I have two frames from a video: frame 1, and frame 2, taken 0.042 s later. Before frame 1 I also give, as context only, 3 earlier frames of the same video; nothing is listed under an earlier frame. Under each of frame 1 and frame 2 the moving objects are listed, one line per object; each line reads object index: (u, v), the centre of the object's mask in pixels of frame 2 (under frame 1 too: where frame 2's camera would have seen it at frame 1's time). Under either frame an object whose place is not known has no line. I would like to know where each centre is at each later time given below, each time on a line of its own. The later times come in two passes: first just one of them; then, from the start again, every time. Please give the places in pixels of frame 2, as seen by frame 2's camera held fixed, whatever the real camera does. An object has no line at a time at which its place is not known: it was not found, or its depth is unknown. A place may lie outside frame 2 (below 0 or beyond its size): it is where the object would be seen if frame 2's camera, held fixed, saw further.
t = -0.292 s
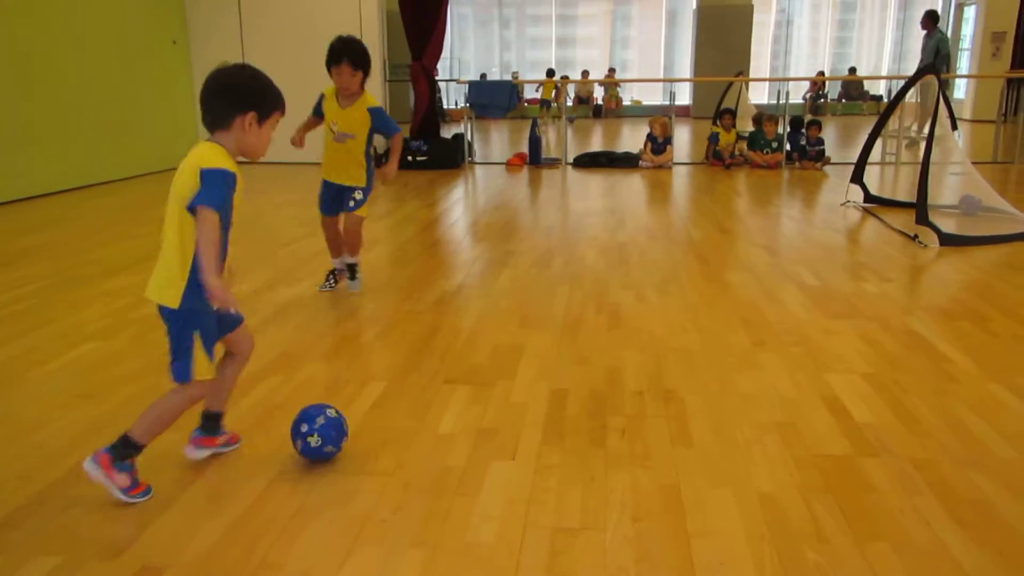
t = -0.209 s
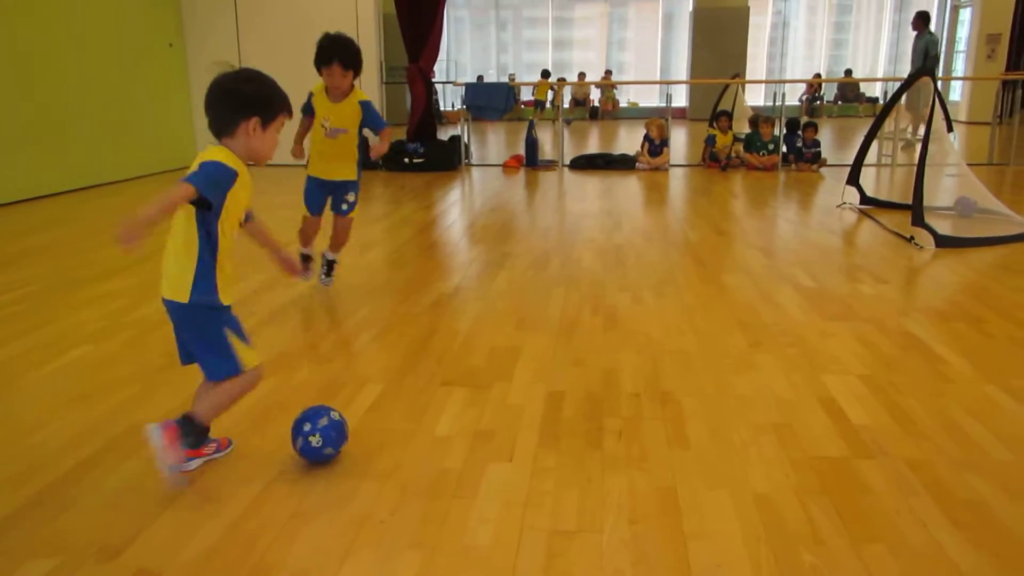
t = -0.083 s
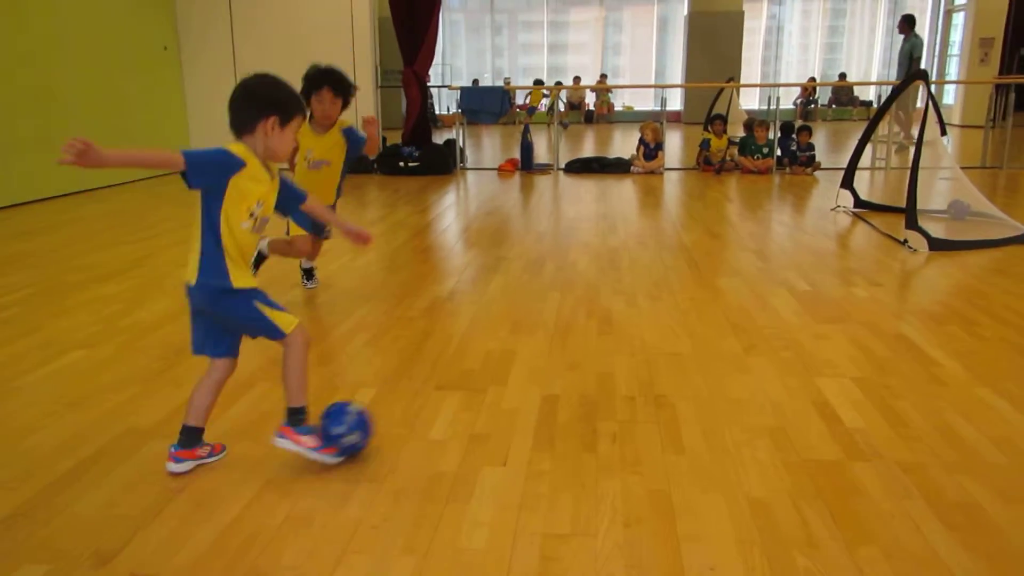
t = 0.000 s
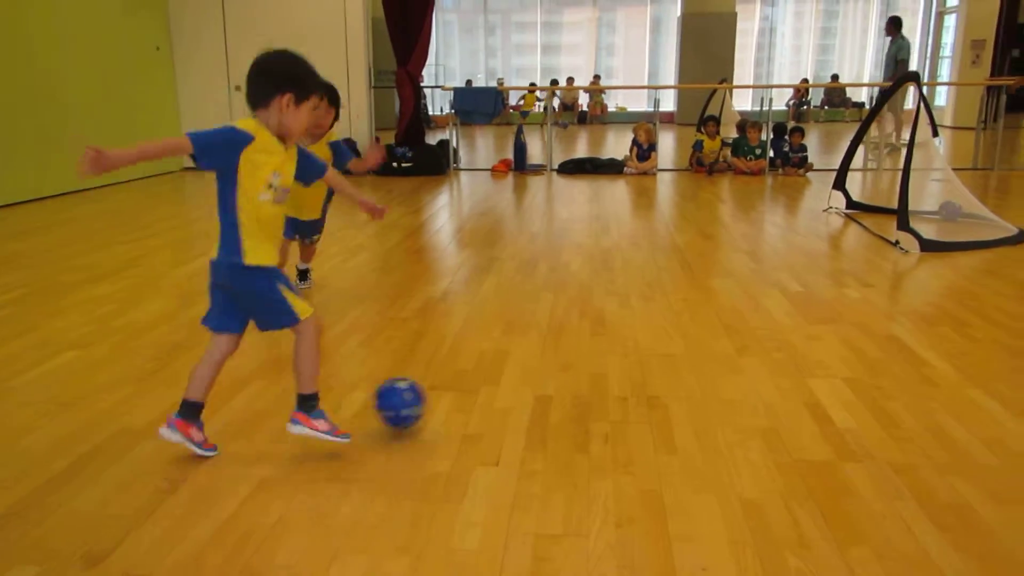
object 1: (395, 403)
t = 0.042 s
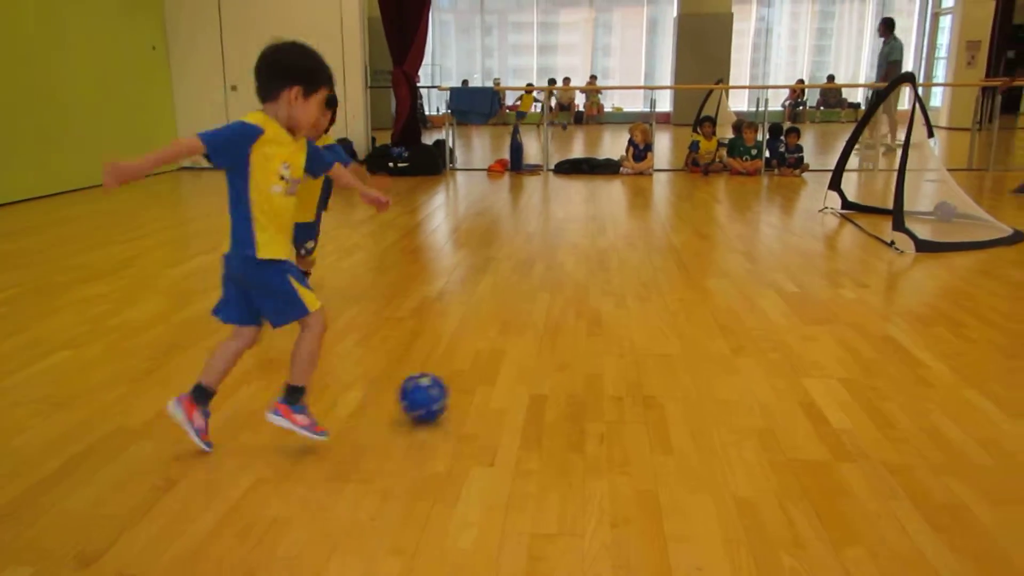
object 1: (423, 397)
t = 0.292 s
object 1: (521, 360)
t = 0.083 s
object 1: (445, 387)
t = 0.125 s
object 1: (464, 381)
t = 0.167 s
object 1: (482, 374)
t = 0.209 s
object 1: (496, 370)
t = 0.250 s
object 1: (509, 364)
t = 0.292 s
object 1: (521, 360)
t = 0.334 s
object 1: (532, 356)
